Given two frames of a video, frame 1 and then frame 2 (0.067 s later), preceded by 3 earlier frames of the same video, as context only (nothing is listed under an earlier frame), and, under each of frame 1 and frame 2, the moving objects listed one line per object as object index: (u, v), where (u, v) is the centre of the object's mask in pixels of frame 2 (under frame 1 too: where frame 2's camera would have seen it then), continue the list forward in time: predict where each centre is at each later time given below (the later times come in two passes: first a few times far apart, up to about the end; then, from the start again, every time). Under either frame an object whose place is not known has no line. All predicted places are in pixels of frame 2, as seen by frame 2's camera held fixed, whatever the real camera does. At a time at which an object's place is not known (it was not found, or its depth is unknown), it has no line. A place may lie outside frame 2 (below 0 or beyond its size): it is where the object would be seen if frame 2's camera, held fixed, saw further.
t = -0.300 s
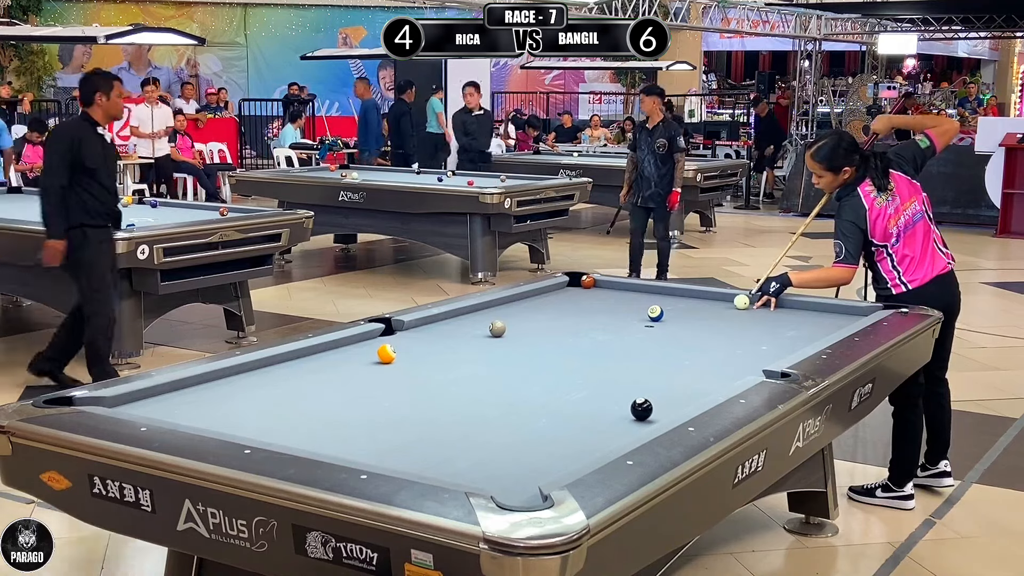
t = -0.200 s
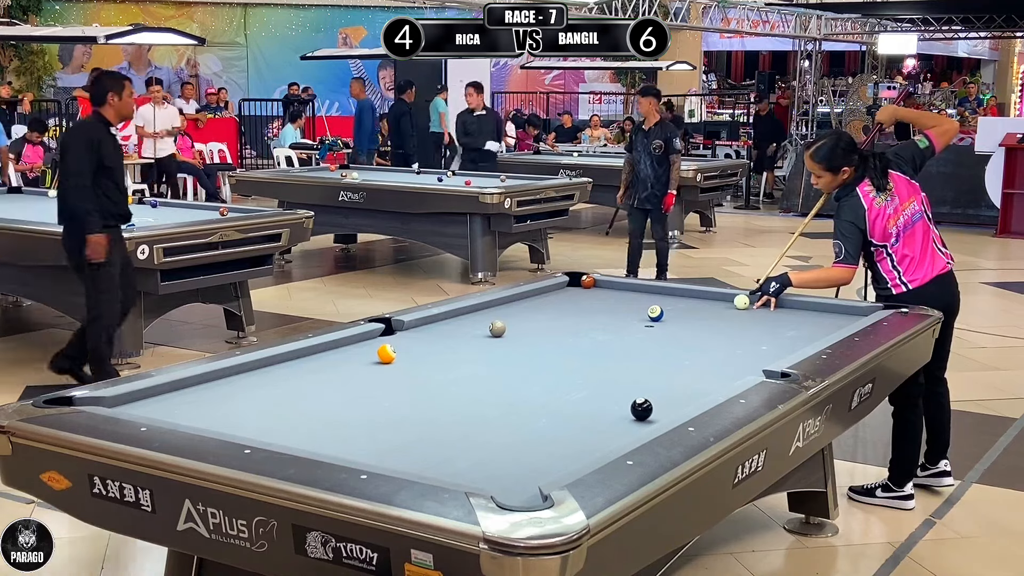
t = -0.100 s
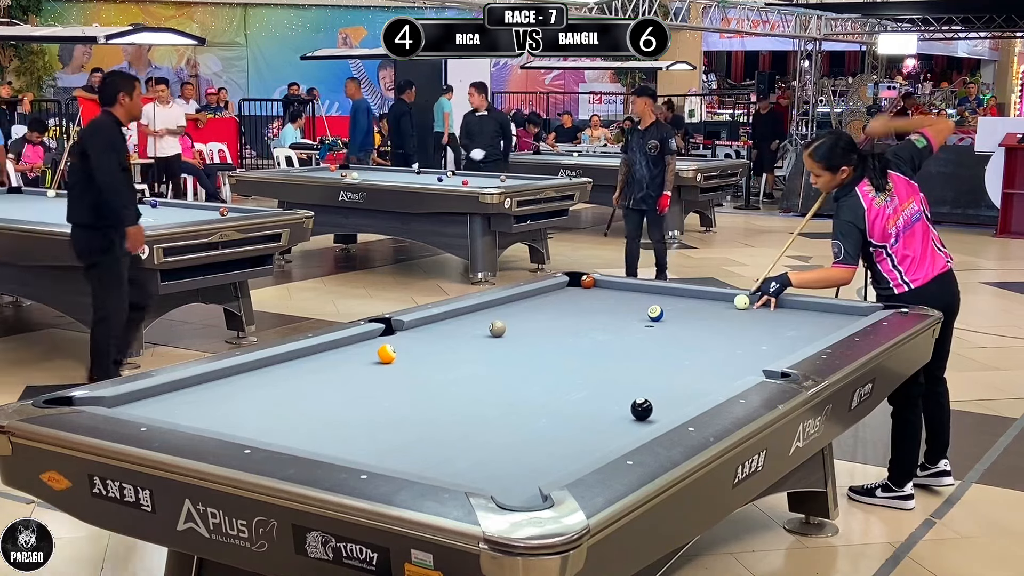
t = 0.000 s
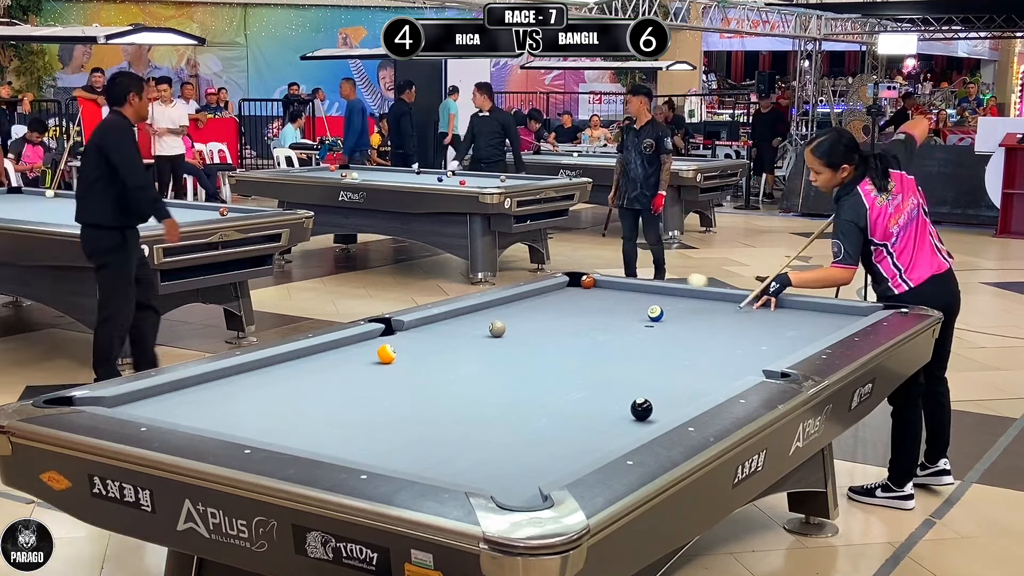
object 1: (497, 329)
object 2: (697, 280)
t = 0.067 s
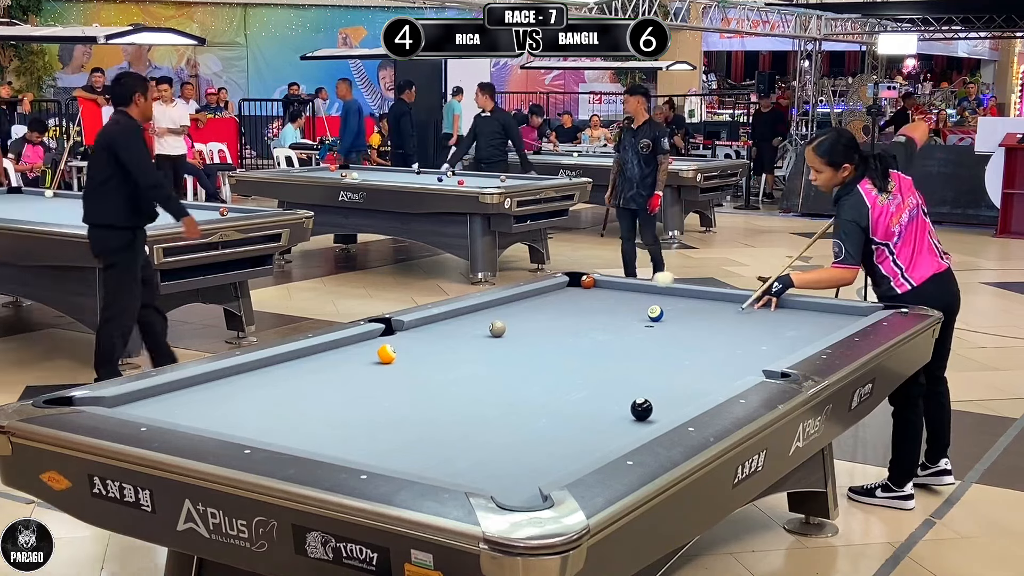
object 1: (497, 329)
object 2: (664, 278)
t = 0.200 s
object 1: (497, 329)
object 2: (590, 312)
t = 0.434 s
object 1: (456, 332)
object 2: (509, 322)
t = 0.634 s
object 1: (366, 340)
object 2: (499, 332)
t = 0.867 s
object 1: (332, 353)
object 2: (487, 336)
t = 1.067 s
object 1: (311, 368)
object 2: (478, 339)
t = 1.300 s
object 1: (285, 386)
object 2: (469, 342)
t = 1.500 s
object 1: (259, 402)
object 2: (462, 345)
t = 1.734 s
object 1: (227, 423)
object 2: (454, 348)
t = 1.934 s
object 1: (244, 428)
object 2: (447, 351)
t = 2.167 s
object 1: (298, 426)
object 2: (440, 354)
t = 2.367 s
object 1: (342, 423)
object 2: (435, 356)
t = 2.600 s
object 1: (391, 420)
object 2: (429, 358)
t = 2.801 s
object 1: (430, 417)
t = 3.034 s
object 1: (473, 415)
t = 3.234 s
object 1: (508, 413)
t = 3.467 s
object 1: (547, 410)
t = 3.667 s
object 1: (578, 408)
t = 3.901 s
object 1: (612, 406)
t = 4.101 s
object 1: (631, 404)
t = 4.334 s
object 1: (646, 399)
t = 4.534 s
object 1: (659, 397)
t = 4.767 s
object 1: (672, 393)
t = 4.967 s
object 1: (681, 391)
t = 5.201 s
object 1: (691, 389)
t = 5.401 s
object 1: (698, 387)
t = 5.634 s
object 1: (705, 385)
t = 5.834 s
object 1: (711, 384)
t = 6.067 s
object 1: (716, 383)
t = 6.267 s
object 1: (719, 381)
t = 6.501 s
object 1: (722, 380)
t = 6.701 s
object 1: (722, 380)
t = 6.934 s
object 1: (722, 380)
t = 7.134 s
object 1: (722, 380)
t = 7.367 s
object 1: (722, 380)
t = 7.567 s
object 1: (722, 380)
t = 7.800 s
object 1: (722, 380)
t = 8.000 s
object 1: (722, 380)
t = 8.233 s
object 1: (722, 380)
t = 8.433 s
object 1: (722, 380)
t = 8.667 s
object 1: (722, 380)
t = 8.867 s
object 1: (722, 380)
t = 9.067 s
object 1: (722, 380)
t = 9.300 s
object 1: (722, 380)
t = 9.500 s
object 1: (722, 380)
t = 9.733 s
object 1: (722, 380)
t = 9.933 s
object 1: (722, 380)
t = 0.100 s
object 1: (497, 329)
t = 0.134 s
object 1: (497, 329)
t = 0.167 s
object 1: (497, 329)
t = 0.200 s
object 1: (497, 329)
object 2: (590, 312)
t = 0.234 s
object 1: (497, 329)
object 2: (571, 318)
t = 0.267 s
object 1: (497, 329)
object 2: (555, 314)
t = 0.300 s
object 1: (497, 329)
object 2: (537, 314)
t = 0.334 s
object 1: (497, 329)
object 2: (520, 317)
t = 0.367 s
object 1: (488, 330)
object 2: (511, 319)
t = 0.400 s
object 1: (471, 330)
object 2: (510, 319)
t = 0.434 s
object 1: (456, 332)
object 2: (509, 322)
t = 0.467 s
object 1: (440, 333)
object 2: (507, 329)
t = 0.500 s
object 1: (425, 335)
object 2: (505, 328)
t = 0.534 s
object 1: (409, 336)
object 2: (503, 329)
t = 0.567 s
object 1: (395, 337)
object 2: (502, 331)
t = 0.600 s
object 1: (381, 337)
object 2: (500, 332)
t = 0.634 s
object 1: (366, 340)
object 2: (499, 332)
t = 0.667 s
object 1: (352, 341)
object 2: (497, 333)
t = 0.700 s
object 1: (347, 343)
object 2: (495, 334)
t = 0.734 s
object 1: (345, 345)
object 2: (494, 334)
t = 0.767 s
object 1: (342, 347)
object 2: (492, 335)
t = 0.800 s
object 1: (339, 349)
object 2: (490, 335)
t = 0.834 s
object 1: (335, 352)
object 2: (489, 336)
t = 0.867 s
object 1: (332, 353)
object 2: (487, 336)
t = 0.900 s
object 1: (329, 356)
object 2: (486, 336)
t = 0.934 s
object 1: (326, 358)
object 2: (484, 337)
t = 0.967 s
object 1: (322, 361)
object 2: (483, 338)
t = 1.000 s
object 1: (319, 363)
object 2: (481, 338)
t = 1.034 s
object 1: (314, 366)
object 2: (480, 338)
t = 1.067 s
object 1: (311, 368)
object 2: (478, 339)
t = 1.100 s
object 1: (307, 371)
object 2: (477, 340)
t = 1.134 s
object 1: (304, 373)
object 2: (475, 340)
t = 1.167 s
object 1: (300, 376)
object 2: (474, 341)
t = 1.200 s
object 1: (296, 378)
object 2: (473, 341)
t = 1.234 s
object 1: (292, 381)
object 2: (471, 341)
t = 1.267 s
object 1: (288, 383)
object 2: (470, 342)
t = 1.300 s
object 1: (285, 386)
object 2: (469, 342)
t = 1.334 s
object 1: (280, 388)
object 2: (467, 343)
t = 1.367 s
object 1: (277, 391)
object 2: (466, 343)
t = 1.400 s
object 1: (272, 394)
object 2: (465, 344)
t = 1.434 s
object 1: (268, 397)
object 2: (464, 344)
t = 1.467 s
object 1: (263, 399)
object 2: (463, 345)
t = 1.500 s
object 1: (259, 402)
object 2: (462, 345)
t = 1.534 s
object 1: (255, 405)
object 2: (460, 346)
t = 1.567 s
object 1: (250, 408)
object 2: (459, 346)
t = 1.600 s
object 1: (245, 411)
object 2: (458, 347)
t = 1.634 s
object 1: (241, 414)
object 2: (457, 347)
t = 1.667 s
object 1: (237, 417)
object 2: (456, 347)
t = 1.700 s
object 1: (232, 420)
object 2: (455, 348)
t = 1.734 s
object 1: (227, 423)
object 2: (454, 348)
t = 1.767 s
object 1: (223, 424)
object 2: (453, 349)
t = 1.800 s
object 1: (218, 425)
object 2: (451, 349)
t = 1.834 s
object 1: (218, 426)
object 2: (450, 350)
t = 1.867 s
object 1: (227, 427)
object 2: (449, 350)
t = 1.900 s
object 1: (236, 427)
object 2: (448, 351)
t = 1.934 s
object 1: (244, 428)
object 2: (447, 351)
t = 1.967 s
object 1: (252, 428)
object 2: (446, 351)
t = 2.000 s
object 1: (259, 428)
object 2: (445, 351)
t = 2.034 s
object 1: (267, 428)
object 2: (444, 352)
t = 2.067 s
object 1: (275, 428)
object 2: (443, 352)
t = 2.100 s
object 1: (282, 427)
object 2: (442, 353)
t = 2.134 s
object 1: (290, 427)
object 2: (441, 353)
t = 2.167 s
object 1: (298, 426)
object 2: (440, 354)
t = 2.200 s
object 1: (305, 425)
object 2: (440, 354)
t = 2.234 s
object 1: (313, 425)
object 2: (438, 354)
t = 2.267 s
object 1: (320, 424)
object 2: (437, 355)
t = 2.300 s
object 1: (328, 424)
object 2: (436, 355)
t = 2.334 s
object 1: (335, 424)
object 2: (436, 355)
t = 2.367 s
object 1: (342, 423)
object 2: (435, 356)
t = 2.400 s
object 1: (349, 423)
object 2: (434, 356)
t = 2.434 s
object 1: (356, 422)
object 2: (433, 356)
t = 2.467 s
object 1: (363, 421)
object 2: (432, 357)
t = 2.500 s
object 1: (370, 421)
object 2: (431, 357)
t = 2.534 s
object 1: (377, 421)
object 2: (431, 357)
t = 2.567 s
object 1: (384, 420)
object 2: (430, 357)
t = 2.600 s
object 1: (391, 420)
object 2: (429, 358)
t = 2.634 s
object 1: (397, 420)
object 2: (429, 358)
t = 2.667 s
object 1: (404, 419)
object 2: (428, 358)
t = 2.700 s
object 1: (411, 419)
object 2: (427, 359)
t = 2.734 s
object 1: (417, 418)
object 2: (426, 359)
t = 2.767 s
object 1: (423, 418)
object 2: (425, 359)
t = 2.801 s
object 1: (430, 417)
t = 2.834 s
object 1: (436, 417)
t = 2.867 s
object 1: (442, 417)
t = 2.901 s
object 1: (449, 416)
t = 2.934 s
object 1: (455, 416)
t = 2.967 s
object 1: (461, 416)
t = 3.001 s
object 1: (467, 415)
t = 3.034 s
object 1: (473, 415)
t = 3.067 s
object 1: (479, 414)
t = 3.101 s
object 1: (485, 414)
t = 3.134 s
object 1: (491, 414)
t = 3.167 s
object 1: (496, 413)
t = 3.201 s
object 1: (502, 413)
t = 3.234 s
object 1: (508, 413)
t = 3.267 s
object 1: (514, 413)
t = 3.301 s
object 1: (519, 412)
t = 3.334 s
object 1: (525, 412)
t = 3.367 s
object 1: (530, 412)
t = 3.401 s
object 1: (536, 411)
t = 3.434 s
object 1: (542, 411)
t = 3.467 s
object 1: (547, 410)
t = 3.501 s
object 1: (552, 410)
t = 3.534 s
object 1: (558, 410)
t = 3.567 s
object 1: (563, 409)
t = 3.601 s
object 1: (568, 409)
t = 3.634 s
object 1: (573, 409)
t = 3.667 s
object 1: (578, 408)
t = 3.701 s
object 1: (583, 408)
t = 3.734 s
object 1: (588, 408)
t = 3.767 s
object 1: (593, 407)
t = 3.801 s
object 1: (598, 407)
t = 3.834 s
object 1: (603, 407)
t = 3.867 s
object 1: (608, 406)
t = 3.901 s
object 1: (612, 406)
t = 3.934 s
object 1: (617, 406)
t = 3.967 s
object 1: (621, 406)
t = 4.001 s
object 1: (624, 405)
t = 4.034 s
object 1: (626, 405)
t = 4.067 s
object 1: (629, 404)
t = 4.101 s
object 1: (631, 404)
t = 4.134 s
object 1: (633, 403)
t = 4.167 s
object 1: (635, 402)
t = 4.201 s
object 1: (637, 402)
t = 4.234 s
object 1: (640, 401)
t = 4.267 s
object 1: (642, 400)
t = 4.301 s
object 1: (644, 400)
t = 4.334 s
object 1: (646, 399)
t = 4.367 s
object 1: (649, 399)
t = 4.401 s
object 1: (651, 399)
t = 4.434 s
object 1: (653, 398)
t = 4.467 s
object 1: (655, 398)
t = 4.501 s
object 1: (657, 397)
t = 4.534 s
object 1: (659, 397)
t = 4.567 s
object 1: (661, 396)
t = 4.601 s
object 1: (663, 395)
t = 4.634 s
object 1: (664, 395)
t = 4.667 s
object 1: (666, 394)
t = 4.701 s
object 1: (668, 394)
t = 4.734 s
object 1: (670, 393)
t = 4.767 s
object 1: (672, 393)
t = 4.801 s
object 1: (673, 393)
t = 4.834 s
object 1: (675, 393)
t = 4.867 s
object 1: (677, 392)
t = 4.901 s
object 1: (678, 392)
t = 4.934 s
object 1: (680, 392)
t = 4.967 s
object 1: (681, 391)
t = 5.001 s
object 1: (683, 391)
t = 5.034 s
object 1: (684, 391)
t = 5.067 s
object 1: (686, 390)
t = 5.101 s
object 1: (687, 390)
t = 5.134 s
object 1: (688, 390)
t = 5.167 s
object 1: (689, 389)
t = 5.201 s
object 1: (691, 389)
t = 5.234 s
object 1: (692, 388)
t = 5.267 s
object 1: (693, 388)
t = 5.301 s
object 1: (695, 388)
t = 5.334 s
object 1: (696, 388)
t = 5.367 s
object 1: (697, 387)
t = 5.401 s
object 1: (698, 387)
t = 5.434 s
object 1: (699, 387)
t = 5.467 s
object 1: (700, 386)
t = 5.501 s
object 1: (701, 386)
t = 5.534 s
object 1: (702, 386)
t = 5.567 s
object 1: (703, 385)
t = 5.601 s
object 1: (704, 385)
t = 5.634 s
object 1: (705, 385)
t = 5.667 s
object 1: (706, 385)
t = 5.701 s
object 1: (707, 385)
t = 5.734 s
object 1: (708, 385)
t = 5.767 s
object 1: (709, 384)
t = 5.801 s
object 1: (710, 384)
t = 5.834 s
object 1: (711, 384)
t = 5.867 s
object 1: (711, 384)
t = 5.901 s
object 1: (712, 383)
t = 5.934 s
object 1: (713, 383)
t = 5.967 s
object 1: (714, 383)
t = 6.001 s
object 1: (714, 383)
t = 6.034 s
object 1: (715, 383)
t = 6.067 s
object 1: (716, 383)
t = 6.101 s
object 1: (717, 382)
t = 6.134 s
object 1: (717, 382)
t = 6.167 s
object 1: (718, 382)
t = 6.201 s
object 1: (718, 382)
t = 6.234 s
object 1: (719, 382)
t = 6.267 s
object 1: (719, 381)
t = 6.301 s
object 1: (720, 381)
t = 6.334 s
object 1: (720, 381)
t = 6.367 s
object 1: (720, 381)
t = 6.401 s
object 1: (720, 381)
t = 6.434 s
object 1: (721, 381)
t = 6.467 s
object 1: (721, 381)
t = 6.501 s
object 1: (722, 380)
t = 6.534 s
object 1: (722, 380)
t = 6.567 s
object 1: (722, 380)
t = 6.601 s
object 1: (722, 380)
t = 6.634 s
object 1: (722, 380)
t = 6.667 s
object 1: (722, 380)
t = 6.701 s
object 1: (722, 380)
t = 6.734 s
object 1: (722, 380)
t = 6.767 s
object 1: (722, 380)
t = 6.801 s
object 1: (722, 380)
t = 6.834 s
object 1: (722, 380)
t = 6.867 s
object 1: (722, 380)
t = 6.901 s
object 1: (722, 380)
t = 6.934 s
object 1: (722, 380)
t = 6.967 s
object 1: (722, 380)
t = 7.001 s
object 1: (722, 380)
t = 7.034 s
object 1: (722, 380)
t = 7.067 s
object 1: (722, 380)
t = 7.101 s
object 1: (722, 380)
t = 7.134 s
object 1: (722, 380)
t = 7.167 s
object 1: (722, 380)
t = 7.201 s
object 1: (722, 380)
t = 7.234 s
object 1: (722, 380)
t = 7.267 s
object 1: (722, 380)
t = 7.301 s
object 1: (722, 380)
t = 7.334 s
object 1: (722, 380)
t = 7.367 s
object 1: (722, 380)
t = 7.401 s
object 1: (722, 380)
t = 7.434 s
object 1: (722, 380)
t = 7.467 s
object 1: (722, 380)
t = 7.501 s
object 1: (722, 380)
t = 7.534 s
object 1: (722, 380)
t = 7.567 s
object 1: (722, 380)
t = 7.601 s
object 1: (722, 380)
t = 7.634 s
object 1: (722, 380)
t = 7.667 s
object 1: (722, 380)
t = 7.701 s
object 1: (722, 380)
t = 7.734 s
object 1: (722, 380)
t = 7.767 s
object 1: (722, 380)
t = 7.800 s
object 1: (722, 380)
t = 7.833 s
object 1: (722, 380)
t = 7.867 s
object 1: (722, 380)
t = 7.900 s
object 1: (722, 380)
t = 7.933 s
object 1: (722, 380)
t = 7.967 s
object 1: (722, 380)
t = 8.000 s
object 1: (722, 380)
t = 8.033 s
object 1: (722, 380)
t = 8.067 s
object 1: (722, 380)
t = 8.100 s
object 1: (722, 380)
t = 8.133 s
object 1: (722, 380)
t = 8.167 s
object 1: (722, 380)
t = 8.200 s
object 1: (722, 380)
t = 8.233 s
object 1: (722, 380)
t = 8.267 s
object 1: (722, 380)
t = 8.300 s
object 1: (722, 380)
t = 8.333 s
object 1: (722, 380)
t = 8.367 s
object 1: (722, 380)
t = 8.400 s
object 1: (722, 380)
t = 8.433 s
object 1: (722, 380)
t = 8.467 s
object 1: (722, 380)
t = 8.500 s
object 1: (722, 380)
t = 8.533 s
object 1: (722, 380)
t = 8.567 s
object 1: (722, 380)
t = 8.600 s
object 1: (722, 380)
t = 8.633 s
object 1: (722, 380)
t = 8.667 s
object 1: (722, 380)
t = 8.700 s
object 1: (722, 380)
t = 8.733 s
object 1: (722, 380)
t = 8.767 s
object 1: (722, 380)
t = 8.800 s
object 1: (722, 380)
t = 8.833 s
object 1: (722, 380)
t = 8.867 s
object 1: (722, 380)
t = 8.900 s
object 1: (722, 380)
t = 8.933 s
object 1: (722, 380)
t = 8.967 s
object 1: (722, 380)
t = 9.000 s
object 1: (722, 380)
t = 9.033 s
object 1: (722, 380)
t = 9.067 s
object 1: (722, 380)
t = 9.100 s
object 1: (722, 380)
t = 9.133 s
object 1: (722, 380)
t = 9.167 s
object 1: (722, 380)
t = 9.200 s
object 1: (722, 380)
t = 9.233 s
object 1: (722, 380)
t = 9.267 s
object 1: (722, 380)
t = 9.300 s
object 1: (722, 380)
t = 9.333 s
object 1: (722, 380)
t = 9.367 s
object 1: (722, 380)
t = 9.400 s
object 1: (722, 380)
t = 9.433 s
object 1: (722, 380)
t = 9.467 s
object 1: (722, 380)
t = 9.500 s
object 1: (722, 380)
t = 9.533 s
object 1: (722, 380)
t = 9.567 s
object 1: (722, 380)
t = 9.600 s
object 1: (722, 380)
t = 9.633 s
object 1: (722, 380)
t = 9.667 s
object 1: (722, 380)
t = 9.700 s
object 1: (722, 380)
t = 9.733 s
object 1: (722, 380)
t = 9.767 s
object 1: (722, 380)
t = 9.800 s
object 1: (722, 380)
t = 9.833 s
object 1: (722, 380)
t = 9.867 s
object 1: (722, 380)
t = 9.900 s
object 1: (722, 380)
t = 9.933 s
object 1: (722, 380)
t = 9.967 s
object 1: (722, 380)
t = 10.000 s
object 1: (722, 380)
